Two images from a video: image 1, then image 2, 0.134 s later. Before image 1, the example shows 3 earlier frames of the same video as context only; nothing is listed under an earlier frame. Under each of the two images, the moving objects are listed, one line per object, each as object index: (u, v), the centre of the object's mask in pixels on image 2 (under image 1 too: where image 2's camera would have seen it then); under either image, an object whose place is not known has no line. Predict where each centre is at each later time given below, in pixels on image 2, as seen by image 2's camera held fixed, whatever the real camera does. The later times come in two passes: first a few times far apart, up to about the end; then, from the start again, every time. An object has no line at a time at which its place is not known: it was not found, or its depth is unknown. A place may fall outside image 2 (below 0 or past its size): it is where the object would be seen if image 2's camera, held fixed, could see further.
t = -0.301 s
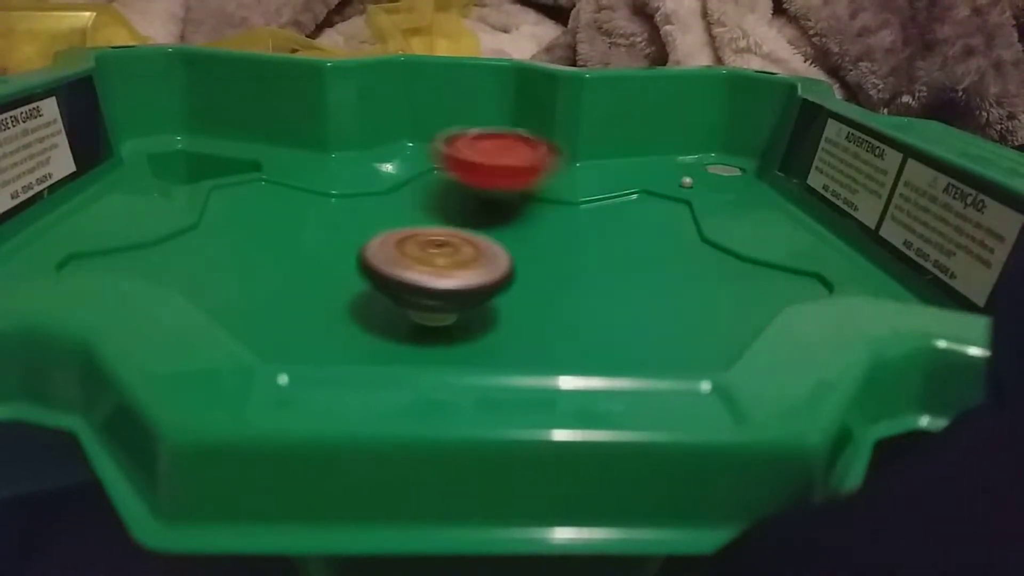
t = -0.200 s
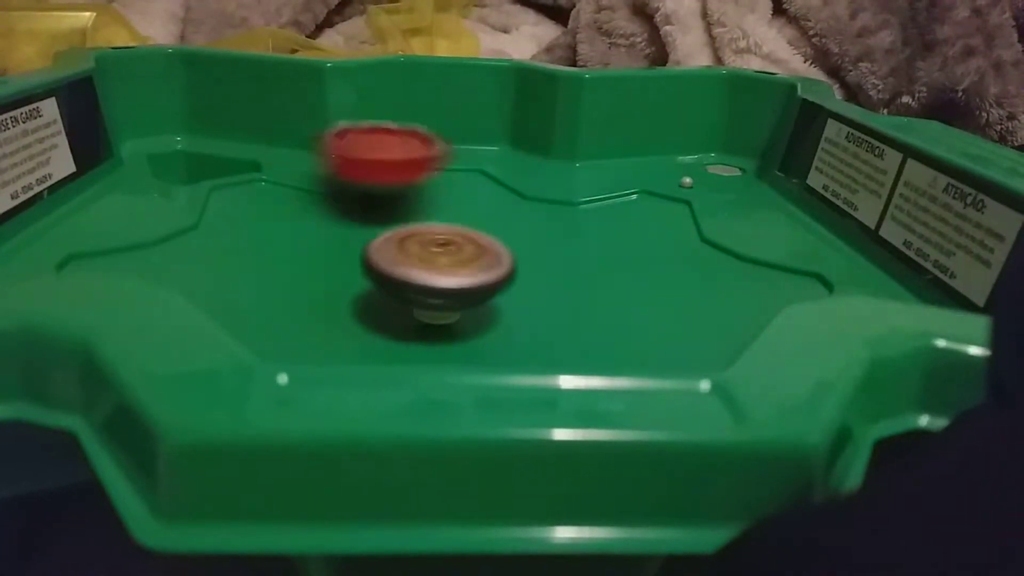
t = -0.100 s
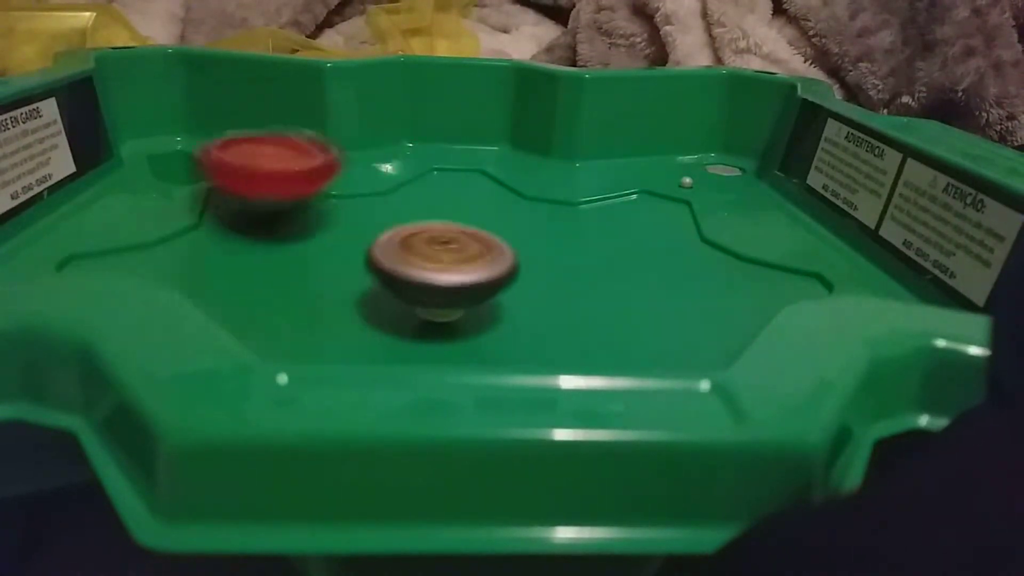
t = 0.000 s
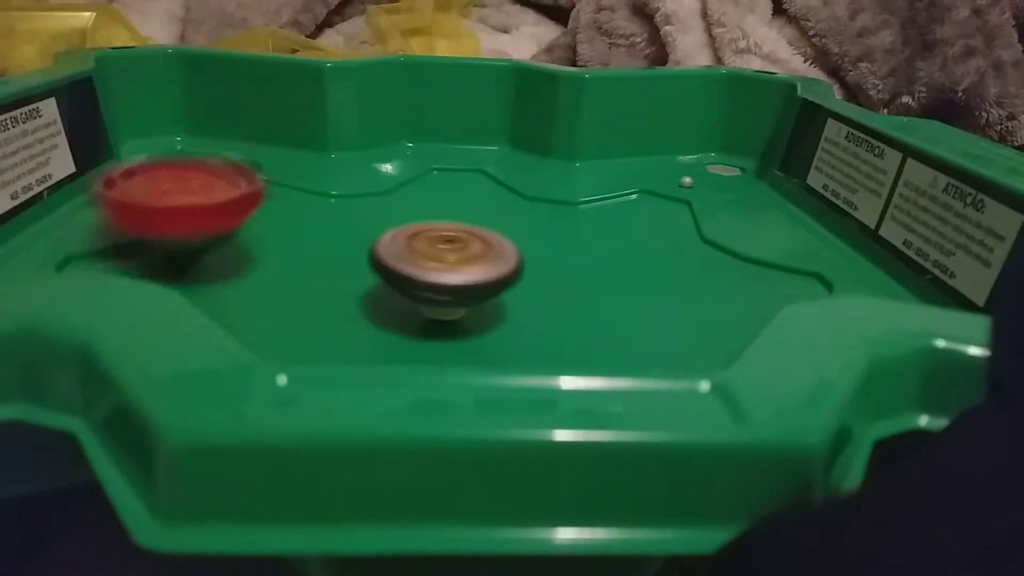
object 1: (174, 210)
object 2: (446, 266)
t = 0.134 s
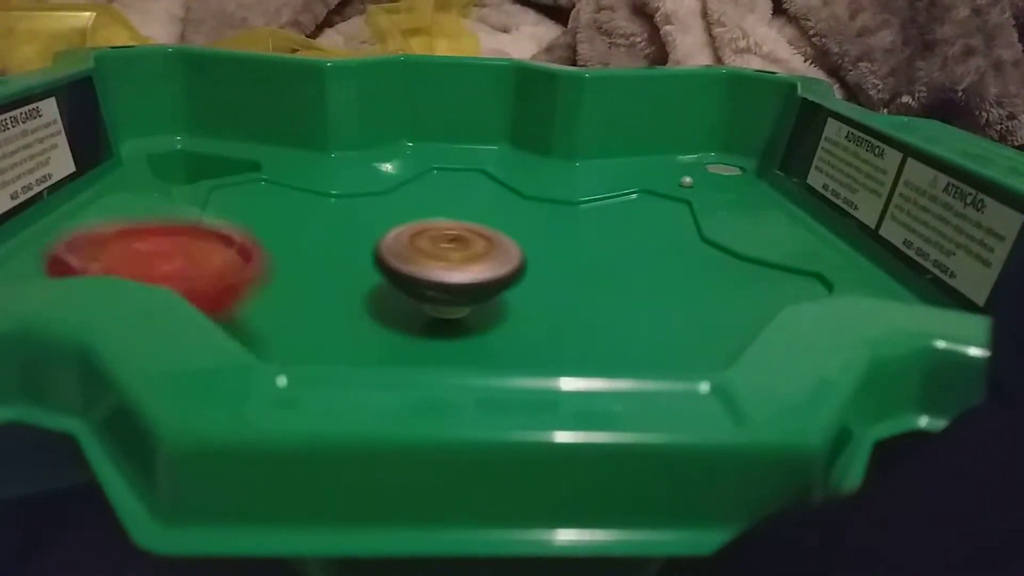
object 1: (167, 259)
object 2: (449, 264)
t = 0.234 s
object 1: (291, 313)
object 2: (450, 263)
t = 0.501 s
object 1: (705, 302)
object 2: (451, 265)
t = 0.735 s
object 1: (629, 204)
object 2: (447, 272)
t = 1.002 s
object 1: (344, 168)
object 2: (443, 278)
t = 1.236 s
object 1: (152, 233)
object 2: (442, 279)
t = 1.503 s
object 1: (460, 333)
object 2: (441, 263)
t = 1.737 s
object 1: (712, 279)
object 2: (440, 269)
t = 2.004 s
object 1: (537, 180)
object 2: (440, 265)
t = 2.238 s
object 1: (288, 187)
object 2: (440, 264)
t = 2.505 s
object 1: (208, 273)
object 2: (439, 266)
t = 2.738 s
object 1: (562, 331)
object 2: (440, 269)
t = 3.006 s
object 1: (676, 239)
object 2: (451, 279)
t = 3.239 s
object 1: (477, 180)
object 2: (450, 277)
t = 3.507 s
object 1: (216, 205)
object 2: (434, 272)
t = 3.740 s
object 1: (272, 302)
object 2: (423, 268)
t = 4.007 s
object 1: (655, 313)
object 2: (422, 268)
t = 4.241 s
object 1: (639, 222)
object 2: (439, 271)
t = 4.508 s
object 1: (390, 184)
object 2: (463, 271)
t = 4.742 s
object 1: (199, 231)
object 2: (467, 270)
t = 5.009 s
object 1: (384, 326)
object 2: (451, 260)
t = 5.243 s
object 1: (674, 300)
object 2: (428, 273)
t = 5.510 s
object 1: (569, 203)
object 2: (423, 278)
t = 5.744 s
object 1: (348, 183)
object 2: (433, 278)
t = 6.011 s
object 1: (201, 255)
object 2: (451, 271)
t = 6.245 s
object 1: (457, 327)
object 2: (454, 252)
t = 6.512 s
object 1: (673, 268)
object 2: (450, 264)
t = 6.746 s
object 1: (527, 198)
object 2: (439, 270)
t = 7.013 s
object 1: (285, 200)
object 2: (438, 278)
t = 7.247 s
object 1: (234, 275)
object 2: (446, 279)
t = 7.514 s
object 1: (564, 323)
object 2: (440, 269)
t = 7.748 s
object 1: (651, 252)
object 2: (437, 267)
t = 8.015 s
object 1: (459, 184)
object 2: (434, 267)
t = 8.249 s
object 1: (255, 219)
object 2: (441, 271)
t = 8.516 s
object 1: (314, 310)
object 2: (458, 272)
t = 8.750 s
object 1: (610, 313)
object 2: (454, 273)
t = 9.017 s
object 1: (603, 226)
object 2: (445, 271)
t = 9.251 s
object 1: (415, 184)
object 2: (432, 270)
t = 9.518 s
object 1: (228, 245)
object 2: (433, 274)
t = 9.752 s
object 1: (366, 317)
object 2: (452, 260)
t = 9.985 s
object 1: (628, 301)
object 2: (450, 271)
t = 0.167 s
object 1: (203, 277)
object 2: (450, 264)
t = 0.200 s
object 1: (248, 297)
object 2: (449, 263)
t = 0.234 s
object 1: (291, 313)
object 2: (450, 263)
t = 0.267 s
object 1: (342, 324)
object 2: (453, 260)
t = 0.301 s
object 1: (408, 330)
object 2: (452, 255)
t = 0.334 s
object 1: (471, 333)
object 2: (450, 254)
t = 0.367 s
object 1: (544, 333)
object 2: (449, 258)
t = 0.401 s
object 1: (602, 330)
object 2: (451, 264)
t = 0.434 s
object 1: (645, 325)
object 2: (452, 264)
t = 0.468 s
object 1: (679, 315)
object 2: (451, 265)
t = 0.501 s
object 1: (705, 302)
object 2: (451, 265)
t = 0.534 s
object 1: (721, 289)
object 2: (450, 266)
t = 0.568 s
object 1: (726, 275)
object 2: (450, 267)
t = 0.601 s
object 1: (718, 258)
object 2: (450, 268)
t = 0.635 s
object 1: (701, 241)
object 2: (449, 268)
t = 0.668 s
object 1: (681, 227)
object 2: (448, 269)
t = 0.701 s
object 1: (657, 213)
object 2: (448, 271)
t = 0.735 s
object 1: (629, 204)
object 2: (447, 272)
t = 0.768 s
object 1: (597, 193)
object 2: (446, 272)
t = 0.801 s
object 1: (563, 182)
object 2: (446, 273)
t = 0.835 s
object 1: (529, 177)
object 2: (445, 274)
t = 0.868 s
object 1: (495, 171)
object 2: (445, 275)
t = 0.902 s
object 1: (457, 167)
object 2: (444, 276)
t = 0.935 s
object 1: (418, 167)
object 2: (443, 277)
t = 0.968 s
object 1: (381, 167)
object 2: (444, 277)
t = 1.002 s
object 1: (344, 168)
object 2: (443, 278)
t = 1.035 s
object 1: (304, 180)
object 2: (442, 278)
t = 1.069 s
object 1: (271, 186)
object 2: (442, 279)
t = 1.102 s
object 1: (240, 187)
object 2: (442, 279)
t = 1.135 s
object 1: (210, 196)
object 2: (442, 279)
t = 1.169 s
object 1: (185, 206)
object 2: (442, 279)
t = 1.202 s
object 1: (161, 224)
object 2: (442, 279)
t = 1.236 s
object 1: (152, 233)
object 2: (442, 279)
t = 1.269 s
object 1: (152, 244)
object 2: (442, 279)
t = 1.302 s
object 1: (168, 257)
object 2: (441, 278)
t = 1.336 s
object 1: (204, 276)
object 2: (441, 278)
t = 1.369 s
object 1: (250, 297)
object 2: (442, 278)
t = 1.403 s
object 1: (295, 313)
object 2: (442, 277)
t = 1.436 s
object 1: (330, 323)
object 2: (446, 273)
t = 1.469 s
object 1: (387, 331)
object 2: (444, 265)
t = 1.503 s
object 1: (460, 333)
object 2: (441, 263)
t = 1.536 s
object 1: (521, 333)
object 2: (438, 263)
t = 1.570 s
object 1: (583, 330)
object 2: (438, 272)
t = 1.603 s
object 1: (627, 326)
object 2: (440, 273)
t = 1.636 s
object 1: (664, 316)
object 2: (440, 272)
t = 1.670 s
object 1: (689, 304)
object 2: (439, 271)
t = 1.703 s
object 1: (706, 294)
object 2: (439, 270)
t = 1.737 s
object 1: (712, 279)
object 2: (440, 269)
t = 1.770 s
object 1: (705, 261)
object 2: (440, 268)
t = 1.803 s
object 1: (694, 246)
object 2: (439, 268)
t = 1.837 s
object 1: (677, 230)
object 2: (439, 267)
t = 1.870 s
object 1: (655, 219)
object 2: (440, 267)
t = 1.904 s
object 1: (629, 207)
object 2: (439, 266)
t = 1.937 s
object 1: (599, 195)
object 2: (439, 266)
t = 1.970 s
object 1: (569, 186)
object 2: (440, 265)
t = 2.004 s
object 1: (537, 180)
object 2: (440, 265)
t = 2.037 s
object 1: (501, 178)
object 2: (440, 264)
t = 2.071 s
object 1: (468, 171)
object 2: (440, 264)
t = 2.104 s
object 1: (424, 174)
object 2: (441, 264)
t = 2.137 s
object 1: (389, 174)
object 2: (440, 264)
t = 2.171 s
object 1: (356, 178)
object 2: (440, 264)
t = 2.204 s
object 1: (321, 182)
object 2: (441, 264)
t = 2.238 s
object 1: (288, 187)
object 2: (440, 264)
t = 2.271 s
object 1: (256, 194)
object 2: (440, 264)
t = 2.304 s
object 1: (227, 197)
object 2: (440, 264)
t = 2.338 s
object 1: (201, 213)
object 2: (440, 264)
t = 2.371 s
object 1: (181, 225)
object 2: (439, 264)
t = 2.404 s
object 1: (171, 234)
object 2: (439, 264)
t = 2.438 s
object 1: (168, 245)
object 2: (440, 265)
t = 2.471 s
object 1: (179, 257)
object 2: (439, 265)
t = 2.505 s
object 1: (208, 273)
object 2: (439, 266)
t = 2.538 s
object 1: (248, 294)
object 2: (440, 267)
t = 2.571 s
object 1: (289, 309)
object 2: (440, 268)
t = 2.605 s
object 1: (327, 320)
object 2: (444, 265)
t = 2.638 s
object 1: (375, 328)
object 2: (444, 261)
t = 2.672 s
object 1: (442, 332)
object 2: (443, 260)
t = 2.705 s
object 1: (497, 331)
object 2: (440, 261)
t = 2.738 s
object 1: (562, 331)
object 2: (440, 269)
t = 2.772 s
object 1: (608, 327)
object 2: (444, 275)
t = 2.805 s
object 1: (651, 320)
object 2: (446, 275)
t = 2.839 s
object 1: (678, 309)
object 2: (446, 276)
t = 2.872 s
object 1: (696, 299)
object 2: (448, 277)
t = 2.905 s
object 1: (702, 285)
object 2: (449, 278)
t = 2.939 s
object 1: (700, 269)
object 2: (449, 278)
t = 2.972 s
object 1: (692, 254)
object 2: (450, 278)
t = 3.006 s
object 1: (676, 239)
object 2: (451, 279)
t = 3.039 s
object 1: (654, 225)
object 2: (451, 279)
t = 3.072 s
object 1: (631, 214)
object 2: (451, 279)
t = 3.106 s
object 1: (604, 204)
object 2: (452, 279)
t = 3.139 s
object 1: (575, 197)
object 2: (451, 279)
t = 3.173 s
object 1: (543, 187)
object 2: (451, 278)
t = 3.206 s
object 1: (510, 182)
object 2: (451, 278)
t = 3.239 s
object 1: (477, 180)
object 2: (450, 277)
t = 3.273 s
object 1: (443, 176)
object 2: (449, 277)
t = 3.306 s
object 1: (407, 176)
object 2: (449, 276)
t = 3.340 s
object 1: (369, 182)
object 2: (447, 275)
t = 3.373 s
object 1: (333, 184)
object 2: (444, 274)
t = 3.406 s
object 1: (303, 188)
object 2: (442, 273)
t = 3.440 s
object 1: (271, 193)
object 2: (440, 273)
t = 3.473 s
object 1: (243, 197)
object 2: (436, 272)
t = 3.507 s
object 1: (216, 205)
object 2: (434, 272)
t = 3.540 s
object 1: (193, 222)
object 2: (433, 271)
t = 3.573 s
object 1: (180, 231)
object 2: (429, 270)
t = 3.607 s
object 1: (175, 241)
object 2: (428, 270)
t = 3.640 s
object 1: (180, 253)
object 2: (426, 269)
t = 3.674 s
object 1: (200, 266)
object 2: (424, 268)
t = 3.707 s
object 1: (234, 285)
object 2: (423, 268)
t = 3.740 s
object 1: (272, 302)
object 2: (423, 268)
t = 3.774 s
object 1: (309, 315)
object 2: (426, 264)
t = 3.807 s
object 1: (351, 323)
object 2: (425, 258)
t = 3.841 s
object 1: (413, 329)
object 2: (423, 256)
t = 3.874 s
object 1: (469, 329)
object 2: (419, 256)
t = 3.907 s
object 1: (524, 329)
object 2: (417, 262)
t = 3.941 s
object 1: (578, 327)
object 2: (421, 268)
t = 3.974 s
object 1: (623, 322)
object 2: (422, 267)
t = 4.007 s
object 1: (655, 313)
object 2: (422, 268)
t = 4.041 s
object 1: (674, 304)
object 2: (424, 269)
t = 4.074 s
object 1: (688, 291)
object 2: (424, 268)
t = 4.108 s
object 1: (691, 277)
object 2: (427, 269)
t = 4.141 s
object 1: (687, 262)
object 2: (430, 270)
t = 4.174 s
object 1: (674, 247)
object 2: (432, 270)
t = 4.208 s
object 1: (659, 233)
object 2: (435, 271)
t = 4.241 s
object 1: (639, 222)
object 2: (439, 271)
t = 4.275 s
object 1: (614, 211)
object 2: (442, 271)
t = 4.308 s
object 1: (586, 202)
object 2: (446, 272)
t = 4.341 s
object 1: (557, 195)
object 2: (450, 272)
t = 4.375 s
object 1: (527, 190)
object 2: (452, 271)
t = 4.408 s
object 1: (496, 181)
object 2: (455, 271)
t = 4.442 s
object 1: (461, 178)
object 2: (459, 271)
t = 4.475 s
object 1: (428, 177)
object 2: (461, 271)
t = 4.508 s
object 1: (390, 184)
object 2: (463, 271)
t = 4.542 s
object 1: (358, 187)
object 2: (466, 271)
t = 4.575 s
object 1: (325, 191)
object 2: (466, 271)
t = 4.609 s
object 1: (296, 195)
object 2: (467, 270)
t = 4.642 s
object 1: (264, 198)
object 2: (468, 270)
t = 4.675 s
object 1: (240, 203)
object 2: (467, 270)
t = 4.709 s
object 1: (217, 213)
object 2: (467, 270)
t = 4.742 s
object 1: (199, 231)
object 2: (467, 270)
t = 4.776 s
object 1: (190, 240)
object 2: (465, 269)
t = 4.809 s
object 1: (189, 249)
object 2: (465, 269)
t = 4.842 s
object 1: (202, 262)
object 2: (463, 269)
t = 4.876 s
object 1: (228, 278)
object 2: (460, 268)
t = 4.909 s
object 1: (260, 295)
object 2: (457, 268)
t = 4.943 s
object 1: (290, 309)
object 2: (453, 269)
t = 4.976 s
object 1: (331, 318)
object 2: (455, 265)
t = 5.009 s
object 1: (384, 326)
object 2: (451, 260)
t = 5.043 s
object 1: (438, 329)
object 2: (445, 256)
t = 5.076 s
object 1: (485, 328)
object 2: (438, 257)
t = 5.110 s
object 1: (547, 329)
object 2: (432, 266)
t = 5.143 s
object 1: (594, 324)
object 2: (434, 271)
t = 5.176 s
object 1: (626, 318)
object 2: (432, 271)
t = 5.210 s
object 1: (656, 307)
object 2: (430, 273)
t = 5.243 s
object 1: (674, 300)
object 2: (428, 273)
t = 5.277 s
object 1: (681, 288)
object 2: (426, 274)
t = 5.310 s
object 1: (679, 272)
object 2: (425, 275)
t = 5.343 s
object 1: (673, 257)
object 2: (423, 275)
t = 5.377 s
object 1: (660, 244)
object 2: (423, 276)
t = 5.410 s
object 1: (640, 230)
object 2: (423, 277)
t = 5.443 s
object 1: (622, 220)
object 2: (422, 277)
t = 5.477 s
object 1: (597, 211)
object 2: (423, 278)
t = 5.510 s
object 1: (569, 203)
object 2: (423, 278)
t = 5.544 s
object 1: (538, 197)
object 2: (424, 278)
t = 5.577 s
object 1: (510, 193)
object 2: (425, 278)
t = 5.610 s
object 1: (479, 188)
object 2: (425, 278)
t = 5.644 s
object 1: (445, 181)
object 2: (426, 278)
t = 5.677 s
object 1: (414, 180)
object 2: (429, 278)
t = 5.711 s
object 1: (380, 181)
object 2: (430, 277)
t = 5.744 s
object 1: (348, 183)
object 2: (433, 278)
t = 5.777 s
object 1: (314, 194)
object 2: (436, 277)
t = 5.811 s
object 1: (287, 200)
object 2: (438, 277)
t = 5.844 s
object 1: (258, 208)
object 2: (442, 276)
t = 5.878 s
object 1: (234, 209)
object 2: (444, 275)
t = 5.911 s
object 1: (213, 226)
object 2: (446, 274)
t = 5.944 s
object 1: (202, 235)
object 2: (448, 273)
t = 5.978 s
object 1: (197, 246)
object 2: (449, 272)
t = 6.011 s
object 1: (201, 255)
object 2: (451, 271)
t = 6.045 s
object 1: (220, 269)
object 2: (453, 270)
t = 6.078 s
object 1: (246, 285)
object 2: (453, 268)
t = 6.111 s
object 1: (275, 301)
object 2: (454, 268)
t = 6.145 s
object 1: (313, 312)
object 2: (456, 266)
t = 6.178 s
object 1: (355, 321)
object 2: (458, 259)
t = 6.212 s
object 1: (404, 325)
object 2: (458, 255)
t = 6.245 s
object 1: (457, 327)
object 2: (454, 252)
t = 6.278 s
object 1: (507, 326)
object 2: (452, 253)
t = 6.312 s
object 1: (555, 325)
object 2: (449, 259)
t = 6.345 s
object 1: (596, 320)
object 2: (451, 263)
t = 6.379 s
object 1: (633, 314)
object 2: (453, 264)
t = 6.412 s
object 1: (654, 305)
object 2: (452, 264)
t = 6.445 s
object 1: (667, 295)
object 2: (451, 264)
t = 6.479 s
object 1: (674, 282)
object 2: (451, 264)
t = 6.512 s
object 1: (673, 268)
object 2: (450, 264)
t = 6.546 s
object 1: (662, 253)
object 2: (449, 265)
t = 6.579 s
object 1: (650, 240)
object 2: (447, 265)
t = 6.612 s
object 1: (632, 229)
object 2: (445, 266)
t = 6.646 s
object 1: (608, 218)
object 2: (444, 267)
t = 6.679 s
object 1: (585, 210)
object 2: (442, 268)
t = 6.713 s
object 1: (559, 202)
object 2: (441, 269)
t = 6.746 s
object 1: (527, 198)
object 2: (439, 270)
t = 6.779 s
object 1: (499, 190)
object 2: (438, 270)
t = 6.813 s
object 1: (470, 186)
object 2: (438, 271)
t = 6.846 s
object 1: (435, 182)
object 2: (437, 272)
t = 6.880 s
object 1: (403, 184)
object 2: (437, 274)
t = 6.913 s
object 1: (369, 191)
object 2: (436, 276)
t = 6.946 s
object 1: (343, 183)
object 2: (437, 276)
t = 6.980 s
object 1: (309, 202)
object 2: (437, 277)
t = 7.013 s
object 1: (285, 200)
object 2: (438, 278)
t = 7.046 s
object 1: (259, 209)
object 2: (438, 279)
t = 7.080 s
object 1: (234, 222)
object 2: (440, 280)
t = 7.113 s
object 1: (218, 233)
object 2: (440, 279)
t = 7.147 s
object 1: (210, 242)
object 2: (441, 280)
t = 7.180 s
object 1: (207, 251)
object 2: (443, 281)
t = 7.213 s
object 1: (216, 261)
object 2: (444, 280)
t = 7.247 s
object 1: (234, 275)
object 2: (446, 279)
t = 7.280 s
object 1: (257, 289)
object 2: (446, 279)
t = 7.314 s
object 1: (292, 304)
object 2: (449, 278)
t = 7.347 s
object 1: (324, 315)
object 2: (455, 273)
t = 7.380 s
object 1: (370, 322)
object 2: (453, 265)
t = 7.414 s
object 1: (418, 327)
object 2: (450, 262)
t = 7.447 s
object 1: (471, 327)
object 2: (446, 260)
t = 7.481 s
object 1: (515, 327)
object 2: (440, 262)
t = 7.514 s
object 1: (564, 323)
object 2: (440, 269)
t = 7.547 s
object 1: (603, 317)
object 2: (443, 271)
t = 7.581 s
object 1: (625, 310)
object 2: (442, 270)
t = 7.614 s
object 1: (648, 300)
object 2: (441, 269)
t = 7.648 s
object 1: (660, 292)
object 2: (440, 268)
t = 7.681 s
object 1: (661, 278)
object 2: (439, 268)
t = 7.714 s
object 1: (660, 265)
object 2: (437, 267)
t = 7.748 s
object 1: (651, 252)
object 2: (437, 267)
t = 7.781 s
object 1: (635, 239)
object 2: (436, 266)
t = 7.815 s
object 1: (619, 227)
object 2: (435, 266)
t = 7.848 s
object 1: (597, 219)
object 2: (434, 267)
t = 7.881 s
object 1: (571, 210)
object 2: (434, 266)
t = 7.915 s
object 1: (547, 202)
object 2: (434, 267)
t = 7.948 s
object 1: (518, 198)
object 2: (434, 267)
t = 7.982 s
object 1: (488, 190)
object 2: (434, 267)
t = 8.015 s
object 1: (459, 184)
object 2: (434, 267)
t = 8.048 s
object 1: (427, 181)
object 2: (434, 267)
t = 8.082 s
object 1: (394, 184)
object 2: (435, 268)
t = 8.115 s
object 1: (367, 187)
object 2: (436, 268)
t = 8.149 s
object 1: (337, 186)
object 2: (437, 269)
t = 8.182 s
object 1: (303, 203)
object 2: (438, 270)
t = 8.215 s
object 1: (280, 210)
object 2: (439, 270)
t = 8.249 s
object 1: (255, 219)
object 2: (441, 271)
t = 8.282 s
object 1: (237, 229)
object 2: (442, 271)
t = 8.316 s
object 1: (226, 241)
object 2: (444, 272)
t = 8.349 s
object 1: (221, 251)
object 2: (446, 273)
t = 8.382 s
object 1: (224, 260)
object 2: (448, 273)
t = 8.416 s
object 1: (237, 272)
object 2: (450, 273)
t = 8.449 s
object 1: (256, 285)
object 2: (451, 273)
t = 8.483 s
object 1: (282, 298)
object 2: (452, 274)
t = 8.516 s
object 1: (314, 310)
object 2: (458, 272)
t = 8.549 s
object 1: (350, 318)
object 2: (465, 264)
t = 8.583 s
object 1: (399, 323)
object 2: (460, 261)
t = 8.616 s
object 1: (446, 325)
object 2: (456, 259)
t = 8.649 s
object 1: (490, 326)
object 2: (451, 259)
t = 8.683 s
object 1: (540, 326)
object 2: (448, 262)
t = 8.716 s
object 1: (579, 320)
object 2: (449, 270)
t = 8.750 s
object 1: (610, 313)
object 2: (454, 273)
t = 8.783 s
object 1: (635, 304)
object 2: (454, 273)
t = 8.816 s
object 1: (649, 298)
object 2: (454, 273)
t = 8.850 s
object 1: (656, 284)
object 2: (453, 272)
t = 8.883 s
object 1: (657, 274)
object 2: (452, 273)
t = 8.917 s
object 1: (649, 260)
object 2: (451, 272)
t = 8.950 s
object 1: (638, 245)
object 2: (450, 272)
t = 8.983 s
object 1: (624, 236)
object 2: (448, 272)
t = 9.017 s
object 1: (603, 226)
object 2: (445, 271)
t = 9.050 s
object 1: (582, 218)
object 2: (443, 271)
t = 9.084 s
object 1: (556, 210)
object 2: (440, 271)
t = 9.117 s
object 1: (529, 205)
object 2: (439, 271)
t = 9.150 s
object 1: (505, 198)
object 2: (436, 270)
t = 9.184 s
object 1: (474, 191)
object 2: (435, 270)
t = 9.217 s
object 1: (443, 187)
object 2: (433, 270)
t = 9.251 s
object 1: (415, 184)
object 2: (432, 270)
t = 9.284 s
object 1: (383, 188)
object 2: (430, 271)
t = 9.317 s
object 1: (357, 188)
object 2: (429, 271)
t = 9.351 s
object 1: (328, 197)
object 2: (429, 272)
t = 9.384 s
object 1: (299, 202)
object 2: (429, 272)
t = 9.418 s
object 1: (277, 209)
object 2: (429, 272)
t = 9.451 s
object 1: (257, 218)
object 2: (430, 273)
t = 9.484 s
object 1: (240, 230)
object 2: (431, 273)
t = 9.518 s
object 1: (228, 245)
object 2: (433, 274)
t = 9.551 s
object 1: (225, 254)
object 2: (434, 273)
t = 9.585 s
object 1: (232, 265)
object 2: (436, 273)
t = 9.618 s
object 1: (246, 277)
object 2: (438, 272)
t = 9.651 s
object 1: (266, 289)
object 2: (440, 273)
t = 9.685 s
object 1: (297, 302)
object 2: (445, 272)
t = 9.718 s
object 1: (325, 312)
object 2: (451, 268)
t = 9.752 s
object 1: (366, 317)
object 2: (452, 260)
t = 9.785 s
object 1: (417, 322)
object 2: (450, 257)
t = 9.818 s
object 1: (456, 325)
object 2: (448, 257)
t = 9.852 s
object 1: (503, 325)
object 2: (443, 257)
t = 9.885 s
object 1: (548, 322)
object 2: (442, 264)
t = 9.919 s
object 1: (578, 315)
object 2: (445, 269)
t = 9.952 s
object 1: (610, 308)
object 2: (449, 271)
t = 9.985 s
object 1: (628, 301)
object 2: (450, 271)
